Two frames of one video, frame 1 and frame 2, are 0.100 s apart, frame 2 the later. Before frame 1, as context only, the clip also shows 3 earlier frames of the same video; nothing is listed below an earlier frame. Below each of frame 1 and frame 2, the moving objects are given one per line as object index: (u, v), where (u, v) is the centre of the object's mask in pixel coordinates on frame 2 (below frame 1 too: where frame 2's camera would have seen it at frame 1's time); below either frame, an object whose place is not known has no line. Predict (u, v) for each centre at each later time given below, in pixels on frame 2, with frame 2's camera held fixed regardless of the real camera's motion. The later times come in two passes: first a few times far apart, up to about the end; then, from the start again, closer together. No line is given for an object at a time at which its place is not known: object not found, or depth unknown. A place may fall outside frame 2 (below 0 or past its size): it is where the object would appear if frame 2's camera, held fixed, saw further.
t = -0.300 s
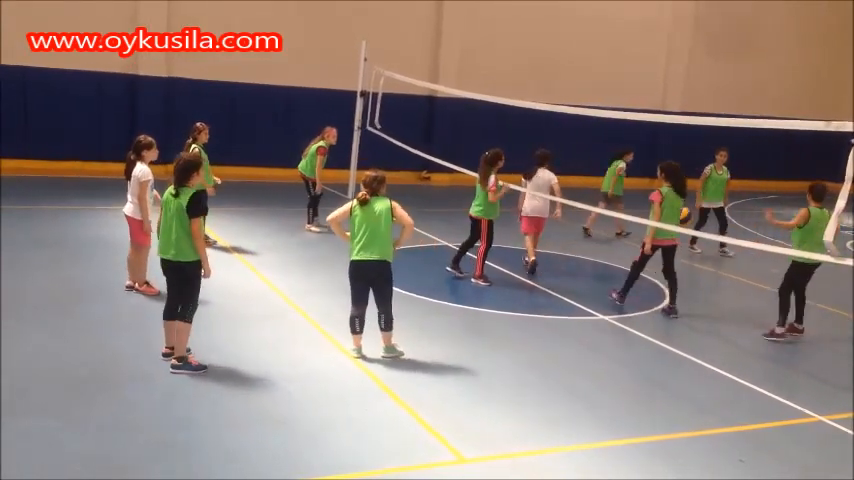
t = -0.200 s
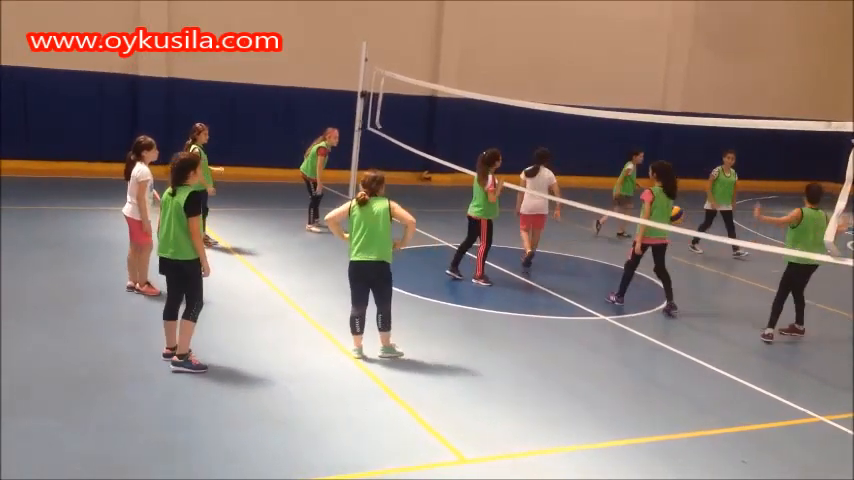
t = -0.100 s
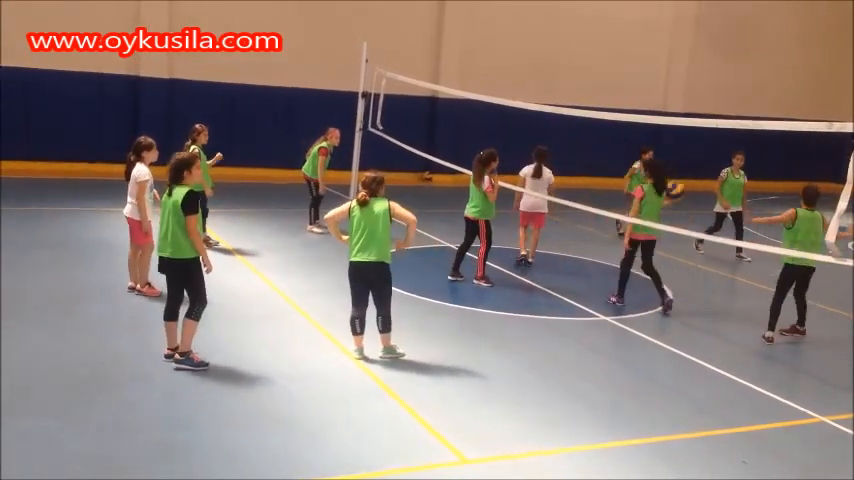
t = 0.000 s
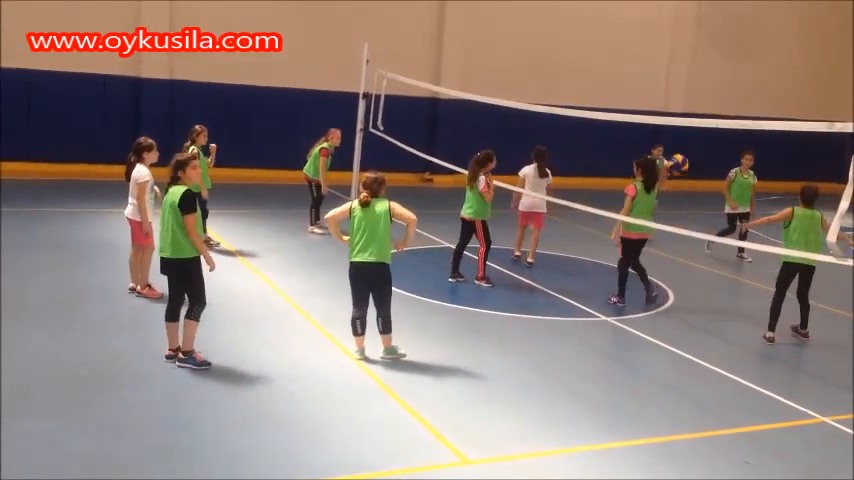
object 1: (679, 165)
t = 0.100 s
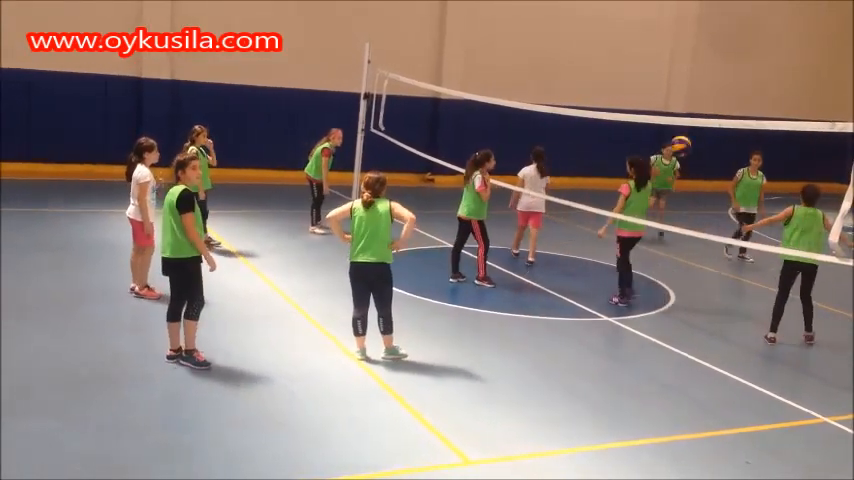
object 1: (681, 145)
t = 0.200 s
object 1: (680, 135)
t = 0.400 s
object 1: (675, 143)
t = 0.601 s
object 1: (666, 190)
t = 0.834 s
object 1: (648, 296)
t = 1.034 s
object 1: (650, 256)
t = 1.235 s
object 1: (654, 217)
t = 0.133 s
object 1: (680, 141)
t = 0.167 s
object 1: (680, 137)
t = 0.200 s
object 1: (680, 135)
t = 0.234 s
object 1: (680, 134)
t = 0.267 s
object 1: (679, 134)
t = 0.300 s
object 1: (678, 134)
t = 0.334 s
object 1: (677, 136)
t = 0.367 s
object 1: (676, 139)
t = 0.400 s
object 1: (675, 143)
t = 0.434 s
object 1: (674, 148)
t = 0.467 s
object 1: (673, 155)
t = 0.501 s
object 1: (672, 162)
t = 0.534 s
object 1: (670, 168)
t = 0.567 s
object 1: (667, 179)
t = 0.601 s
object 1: (666, 190)
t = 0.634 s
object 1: (664, 201)
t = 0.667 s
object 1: (662, 214)
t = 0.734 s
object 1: (656, 245)
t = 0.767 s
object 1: (654, 261)
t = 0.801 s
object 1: (650, 277)
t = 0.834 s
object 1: (648, 296)
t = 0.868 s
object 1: (645, 315)
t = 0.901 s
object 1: (645, 311)
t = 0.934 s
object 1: (647, 295)
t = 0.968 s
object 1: (648, 281)
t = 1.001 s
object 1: (649, 268)
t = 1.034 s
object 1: (650, 256)
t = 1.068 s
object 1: (652, 245)
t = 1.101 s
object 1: (653, 236)
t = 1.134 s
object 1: (652, 229)
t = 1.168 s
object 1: (652, 224)
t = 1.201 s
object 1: (653, 221)
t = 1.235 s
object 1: (654, 217)
